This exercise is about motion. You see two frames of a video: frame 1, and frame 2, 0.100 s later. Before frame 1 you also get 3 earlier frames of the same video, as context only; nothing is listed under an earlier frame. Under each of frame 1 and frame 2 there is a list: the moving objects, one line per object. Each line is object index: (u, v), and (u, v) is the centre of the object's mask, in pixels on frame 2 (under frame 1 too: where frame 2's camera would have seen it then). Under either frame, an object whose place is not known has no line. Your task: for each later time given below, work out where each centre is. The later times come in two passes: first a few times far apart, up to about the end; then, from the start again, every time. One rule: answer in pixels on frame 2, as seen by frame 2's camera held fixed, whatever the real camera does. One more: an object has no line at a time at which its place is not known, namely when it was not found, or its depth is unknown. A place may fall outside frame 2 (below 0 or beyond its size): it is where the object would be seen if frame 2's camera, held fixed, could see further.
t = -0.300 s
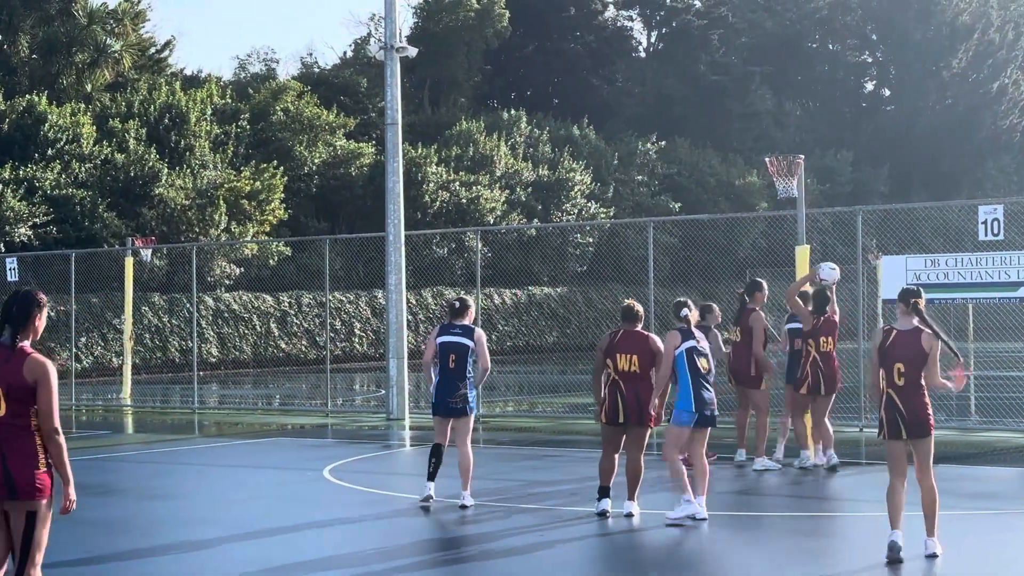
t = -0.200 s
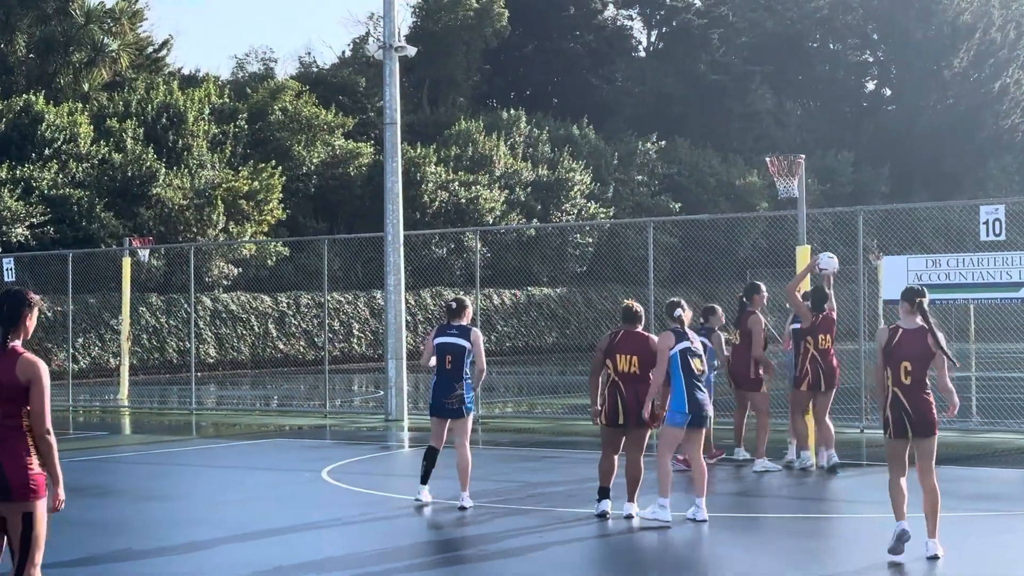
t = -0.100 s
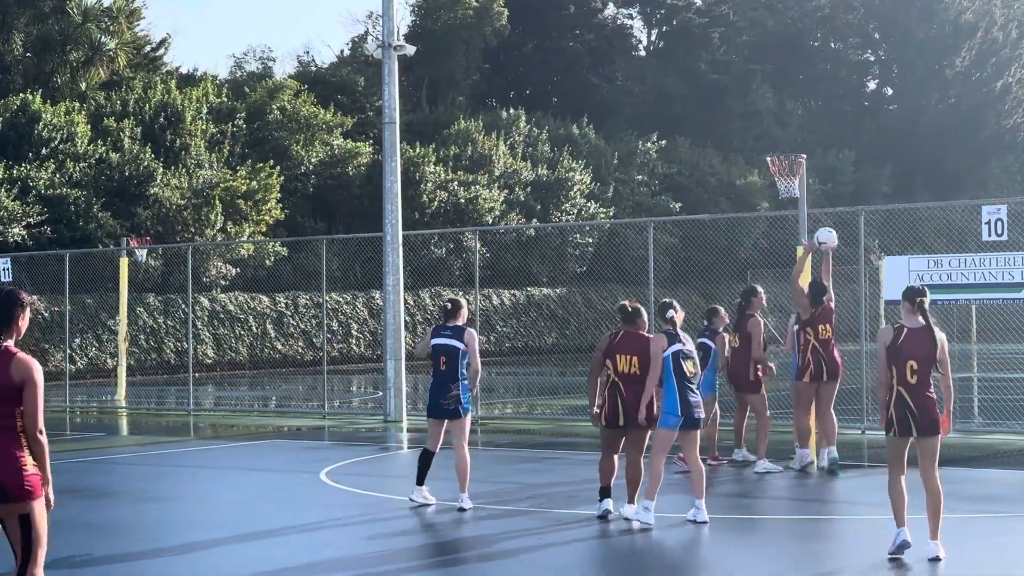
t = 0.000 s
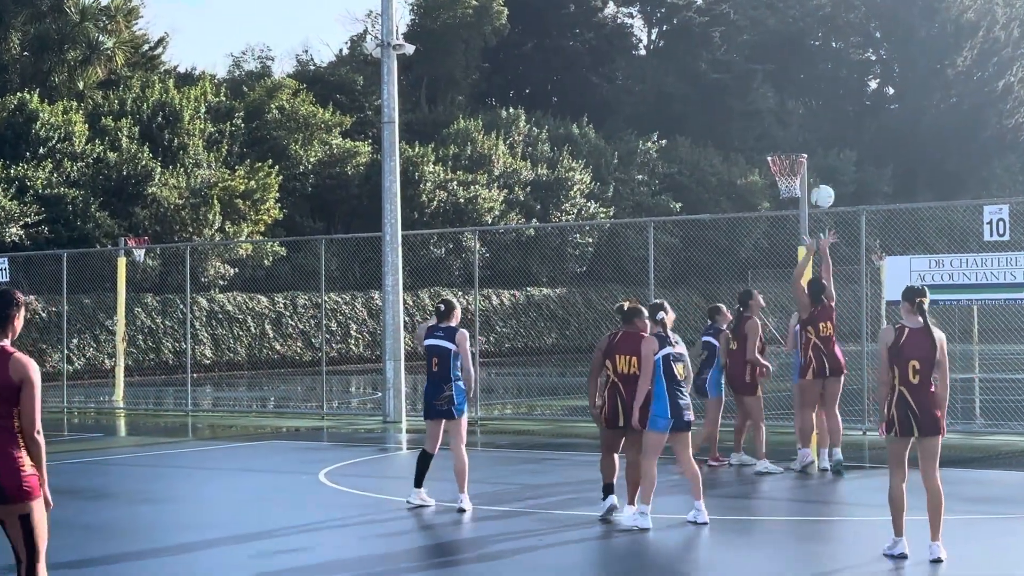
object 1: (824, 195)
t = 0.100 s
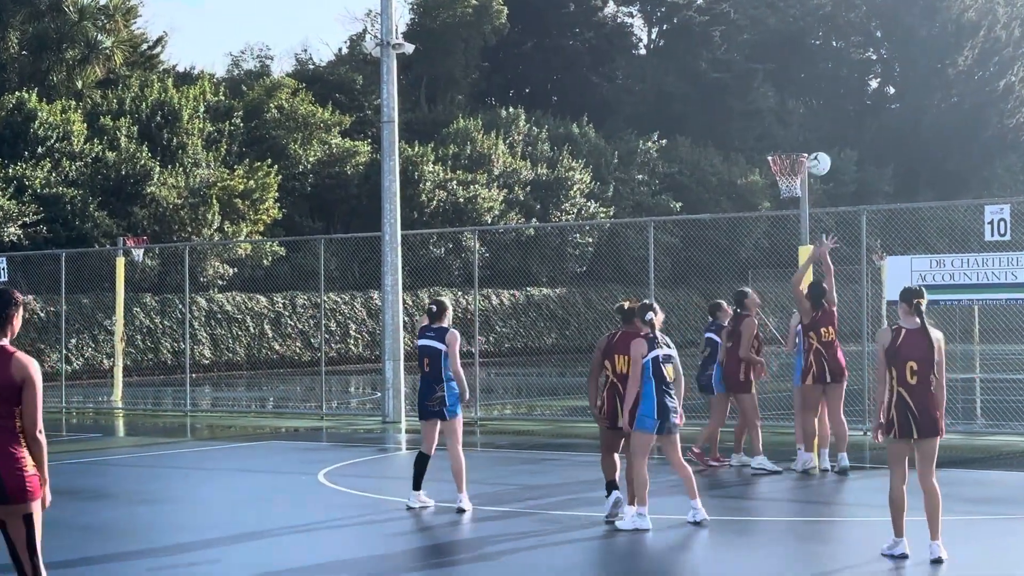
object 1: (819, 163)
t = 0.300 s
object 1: (810, 131)
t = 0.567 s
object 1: (800, 144)
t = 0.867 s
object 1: (775, 145)
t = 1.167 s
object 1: (768, 145)
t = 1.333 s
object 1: (768, 144)
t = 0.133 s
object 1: (817, 155)
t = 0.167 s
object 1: (815, 148)
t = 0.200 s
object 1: (814, 142)
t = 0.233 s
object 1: (813, 137)
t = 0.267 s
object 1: (812, 134)
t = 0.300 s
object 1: (810, 131)
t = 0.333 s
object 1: (809, 130)
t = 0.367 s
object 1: (808, 130)
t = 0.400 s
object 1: (807, 131)
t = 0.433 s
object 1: (805, 132)
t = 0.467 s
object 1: (804, 135)
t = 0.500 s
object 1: (803, 139)
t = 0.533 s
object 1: (802, 144)
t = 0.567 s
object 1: (800, 144)
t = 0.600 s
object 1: (797, 144)
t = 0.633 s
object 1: (795, 145)
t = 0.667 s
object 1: (792, 146)
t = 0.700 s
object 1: (789, 145)
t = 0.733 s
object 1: (785, 145)
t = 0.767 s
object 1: (782, 145)
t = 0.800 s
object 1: (779, 145)
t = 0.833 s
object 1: (777, 145)
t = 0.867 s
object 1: (775, 145)
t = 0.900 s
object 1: (774, 145)
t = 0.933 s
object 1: (772, 146)
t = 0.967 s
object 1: (771, 145)
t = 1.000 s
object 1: (770, 145)
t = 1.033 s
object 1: (769, 145)
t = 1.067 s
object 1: (769, 145)
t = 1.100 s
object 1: (768, 145)
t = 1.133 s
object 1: (768, 145)
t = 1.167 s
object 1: (768, 145)
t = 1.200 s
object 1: (767, 145)
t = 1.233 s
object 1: (767, 145)
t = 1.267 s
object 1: (768, 144)
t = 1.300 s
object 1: (768, 144)
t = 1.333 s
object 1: (768, 144)
